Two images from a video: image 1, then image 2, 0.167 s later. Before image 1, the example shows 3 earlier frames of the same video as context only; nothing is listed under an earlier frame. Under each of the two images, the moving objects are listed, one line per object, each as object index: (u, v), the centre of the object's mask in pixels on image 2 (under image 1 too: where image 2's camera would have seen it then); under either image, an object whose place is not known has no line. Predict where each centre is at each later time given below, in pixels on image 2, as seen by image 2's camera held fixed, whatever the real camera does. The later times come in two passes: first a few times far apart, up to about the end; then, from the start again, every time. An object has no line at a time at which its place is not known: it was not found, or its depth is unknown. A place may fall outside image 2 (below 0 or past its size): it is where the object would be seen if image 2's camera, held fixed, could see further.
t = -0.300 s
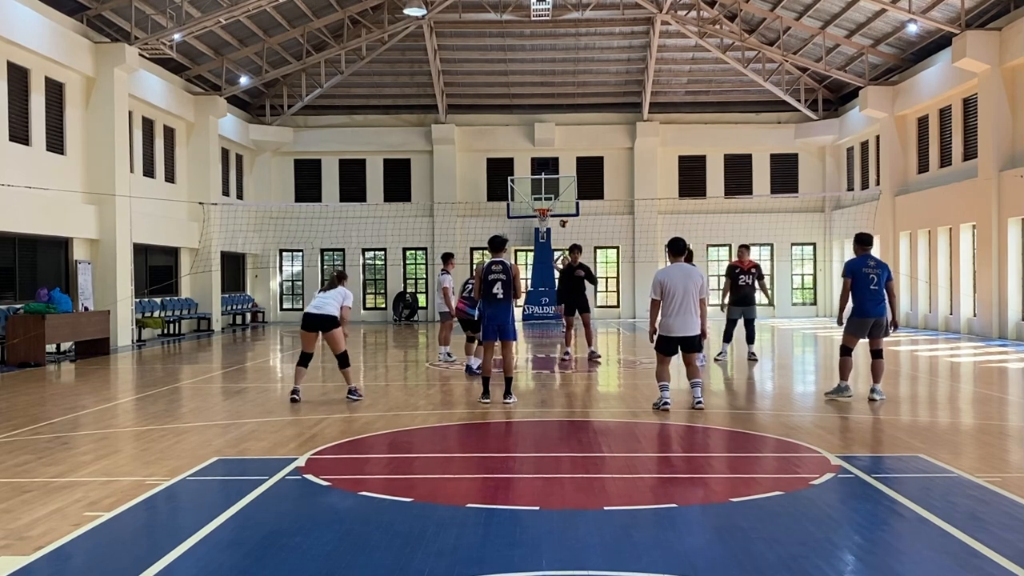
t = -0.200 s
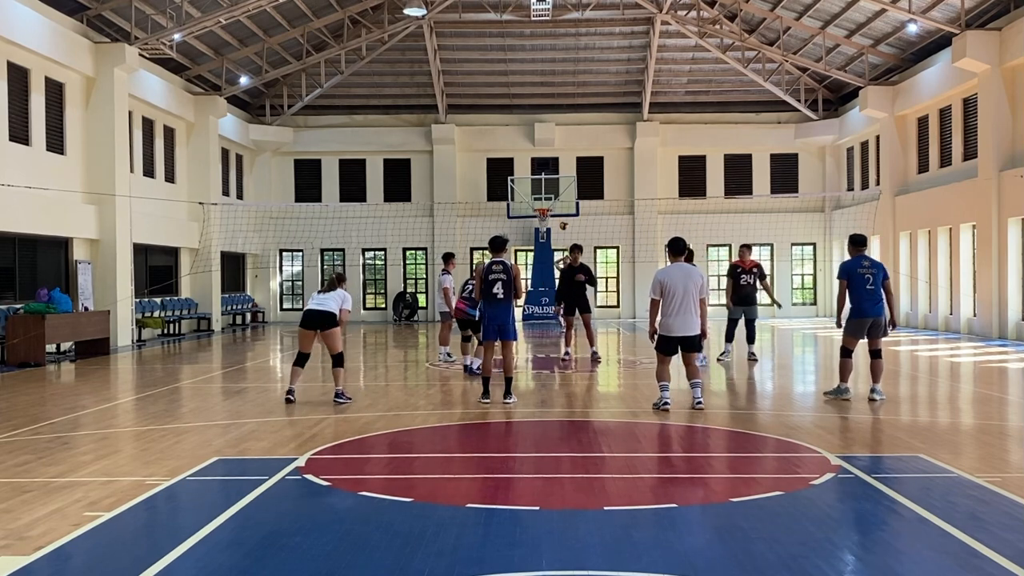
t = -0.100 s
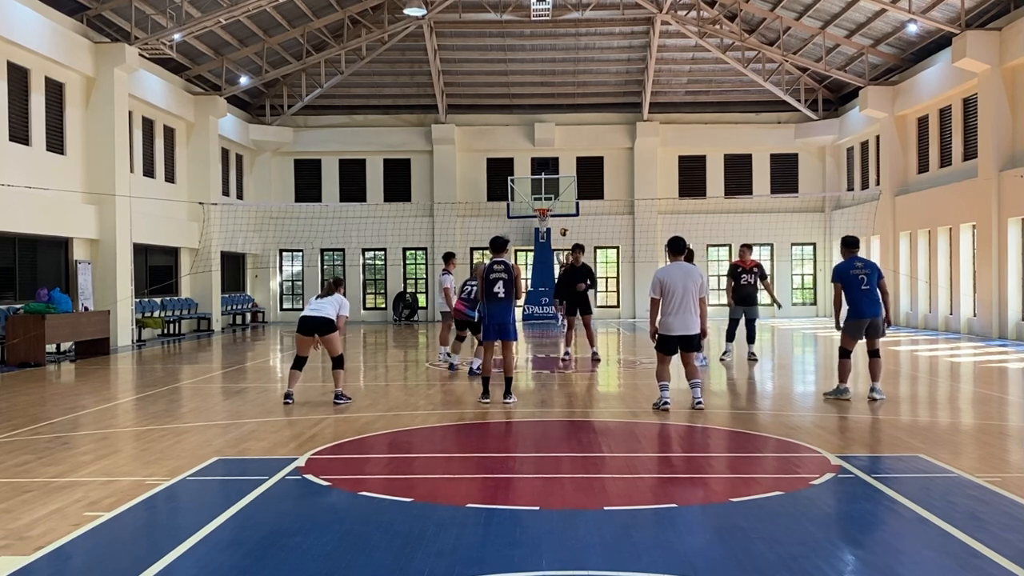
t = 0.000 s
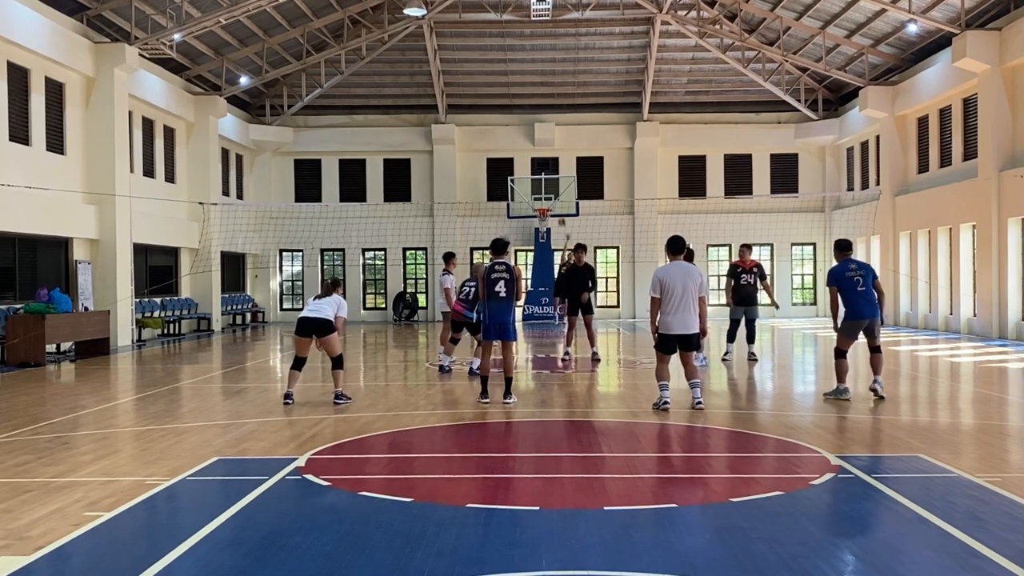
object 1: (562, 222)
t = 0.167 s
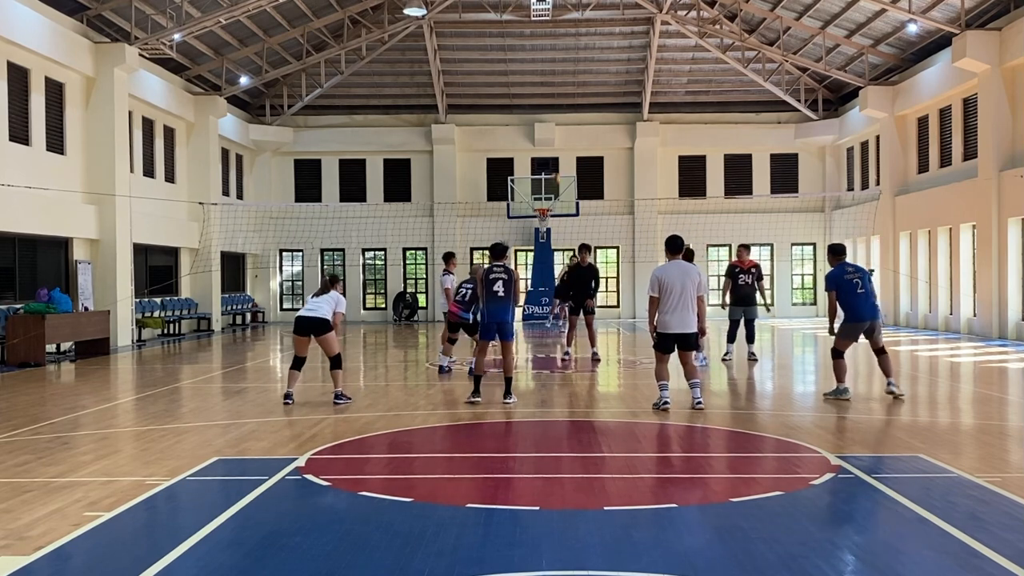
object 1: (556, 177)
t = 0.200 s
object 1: (554, 170)
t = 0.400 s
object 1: (546, 132)
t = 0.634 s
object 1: (537, 108)
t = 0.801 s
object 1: (530, 111)
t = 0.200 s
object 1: (554, 170)
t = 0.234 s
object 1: (553, 164)
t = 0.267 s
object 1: (551, 158)
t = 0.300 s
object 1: (550, 151)
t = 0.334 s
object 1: (549, 145)
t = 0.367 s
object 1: (548, 139)
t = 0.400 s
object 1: (546, 132)
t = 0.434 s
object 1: (545, 127)
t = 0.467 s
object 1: (545, 123)
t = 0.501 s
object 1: (543, 118)
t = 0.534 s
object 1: (542, 115)
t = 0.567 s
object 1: (540, 112)
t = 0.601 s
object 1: (538, 110)
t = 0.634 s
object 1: (537, 108)
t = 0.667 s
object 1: (535, 108)
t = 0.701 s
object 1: (533, 108)
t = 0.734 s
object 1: (532, 108)
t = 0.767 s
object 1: (531, 109)
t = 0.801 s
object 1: (530, 111)
